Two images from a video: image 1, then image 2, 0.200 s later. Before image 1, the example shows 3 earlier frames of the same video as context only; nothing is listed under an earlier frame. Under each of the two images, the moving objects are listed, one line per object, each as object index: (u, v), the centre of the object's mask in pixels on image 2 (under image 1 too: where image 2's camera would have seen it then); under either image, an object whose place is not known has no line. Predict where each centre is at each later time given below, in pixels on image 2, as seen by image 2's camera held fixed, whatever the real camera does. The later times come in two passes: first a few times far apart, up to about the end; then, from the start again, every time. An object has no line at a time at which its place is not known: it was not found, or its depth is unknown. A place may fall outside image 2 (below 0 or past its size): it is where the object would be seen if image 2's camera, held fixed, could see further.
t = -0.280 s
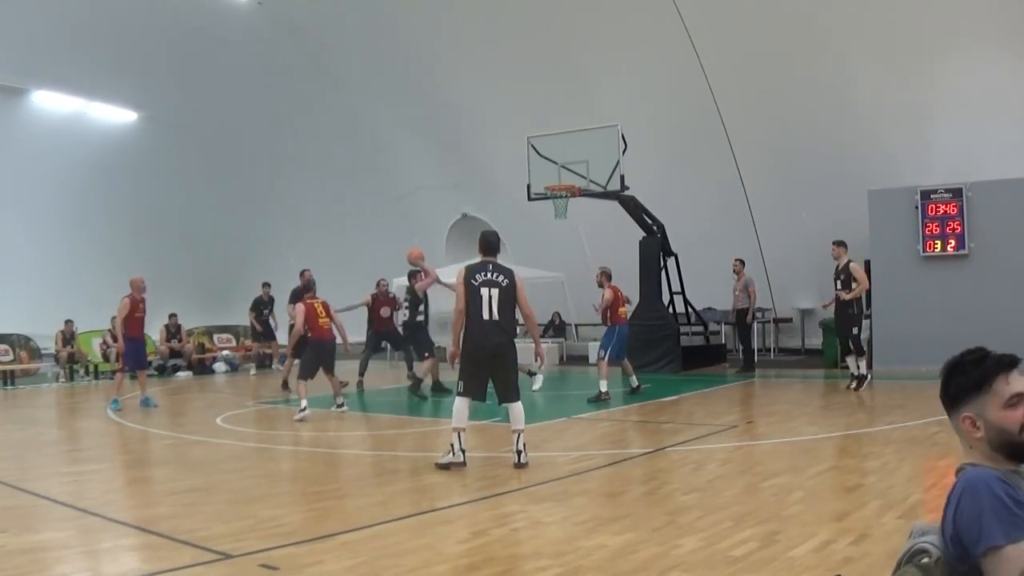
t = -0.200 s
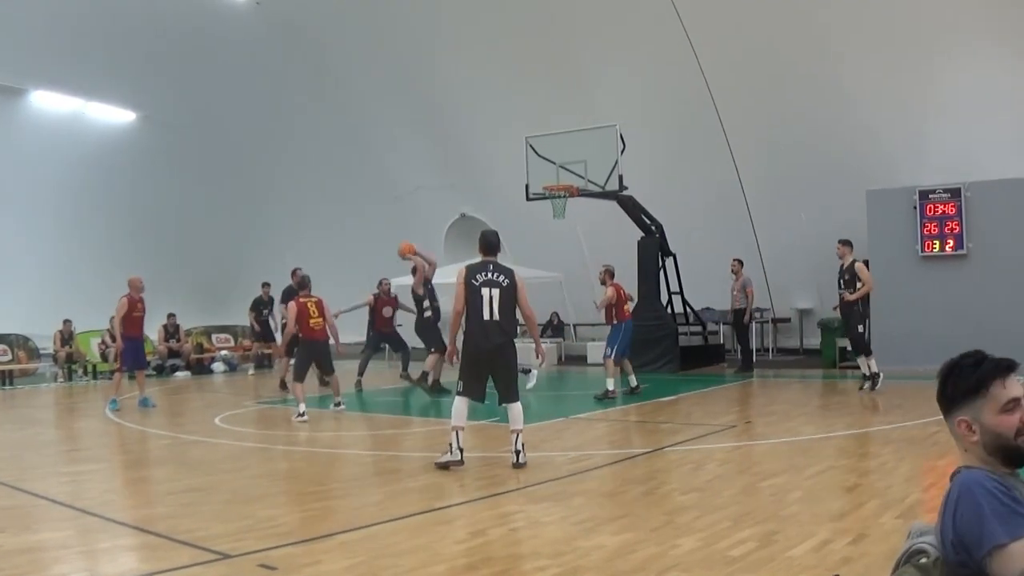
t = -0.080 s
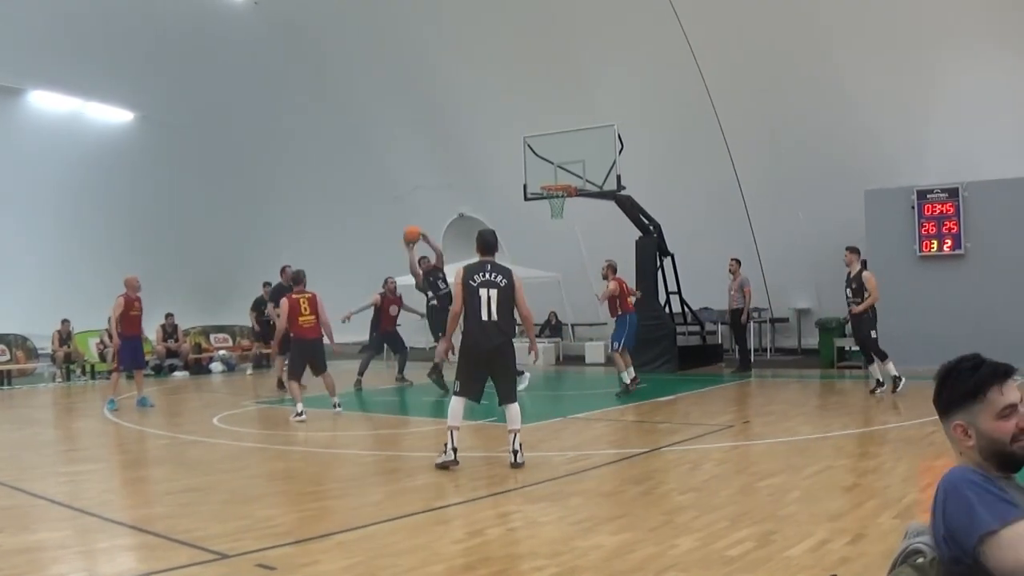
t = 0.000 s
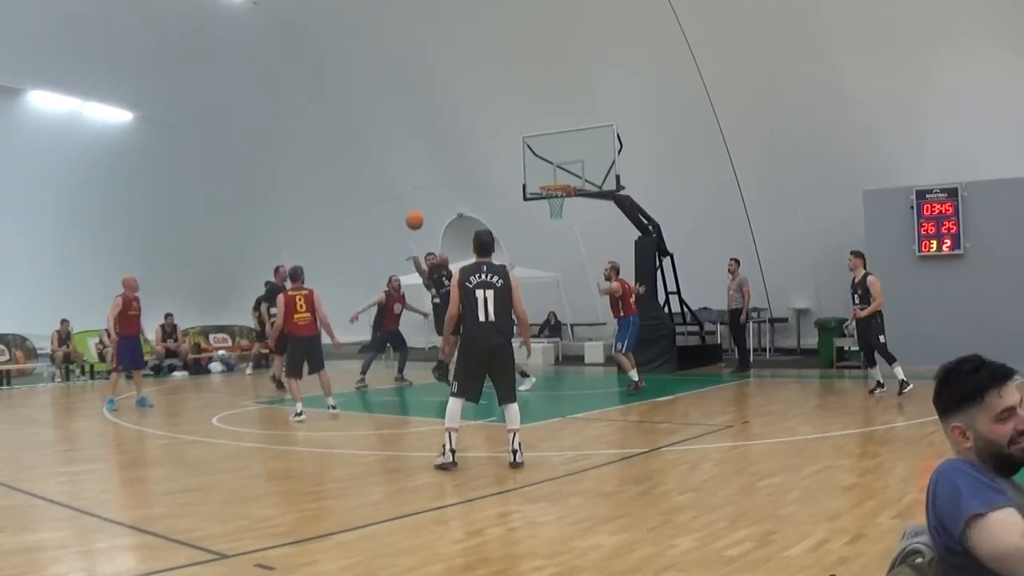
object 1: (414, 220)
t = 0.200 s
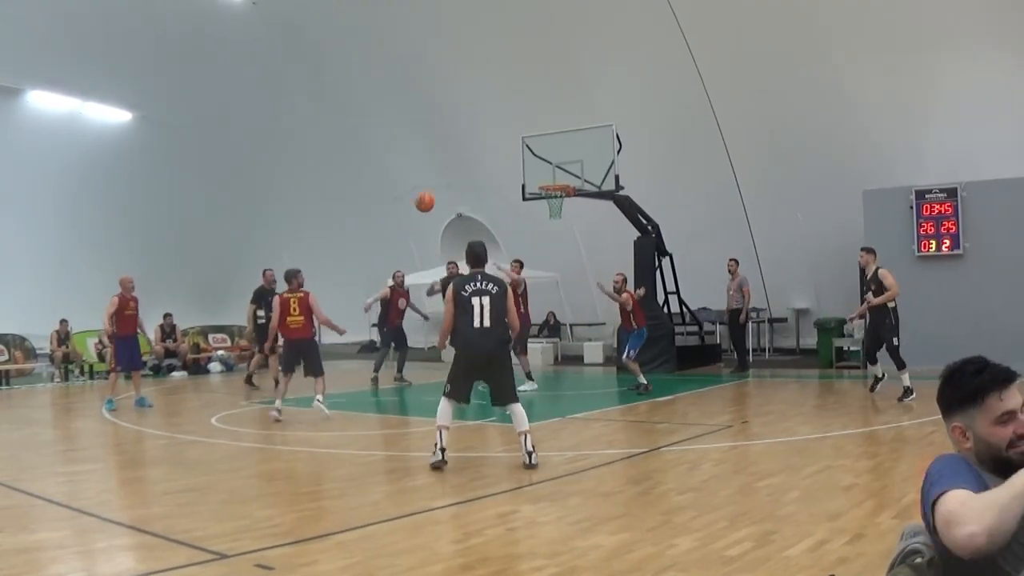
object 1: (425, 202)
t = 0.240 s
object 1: (427, 202)
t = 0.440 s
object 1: (443, 223)
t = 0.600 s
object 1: (458, 274)
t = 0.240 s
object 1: (427, 202)
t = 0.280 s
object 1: (429, 202)
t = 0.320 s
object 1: (432, 205)
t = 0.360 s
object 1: (436, 209)
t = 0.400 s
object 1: (439, 215)
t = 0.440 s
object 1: (443, 223)
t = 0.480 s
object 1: (446, 232)
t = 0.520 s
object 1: (450, 243)
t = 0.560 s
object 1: (454, 258)
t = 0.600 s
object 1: (458, 274)
